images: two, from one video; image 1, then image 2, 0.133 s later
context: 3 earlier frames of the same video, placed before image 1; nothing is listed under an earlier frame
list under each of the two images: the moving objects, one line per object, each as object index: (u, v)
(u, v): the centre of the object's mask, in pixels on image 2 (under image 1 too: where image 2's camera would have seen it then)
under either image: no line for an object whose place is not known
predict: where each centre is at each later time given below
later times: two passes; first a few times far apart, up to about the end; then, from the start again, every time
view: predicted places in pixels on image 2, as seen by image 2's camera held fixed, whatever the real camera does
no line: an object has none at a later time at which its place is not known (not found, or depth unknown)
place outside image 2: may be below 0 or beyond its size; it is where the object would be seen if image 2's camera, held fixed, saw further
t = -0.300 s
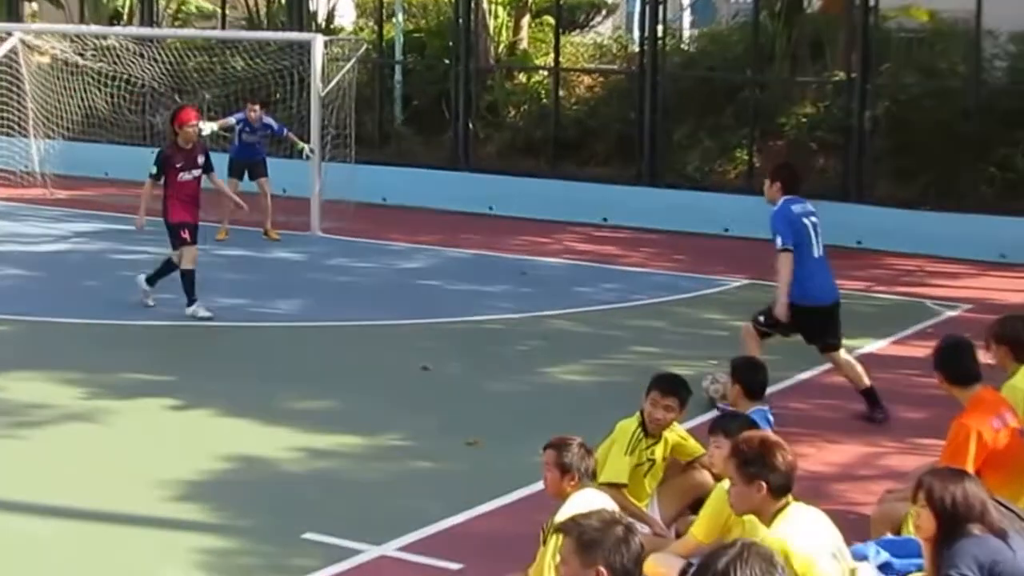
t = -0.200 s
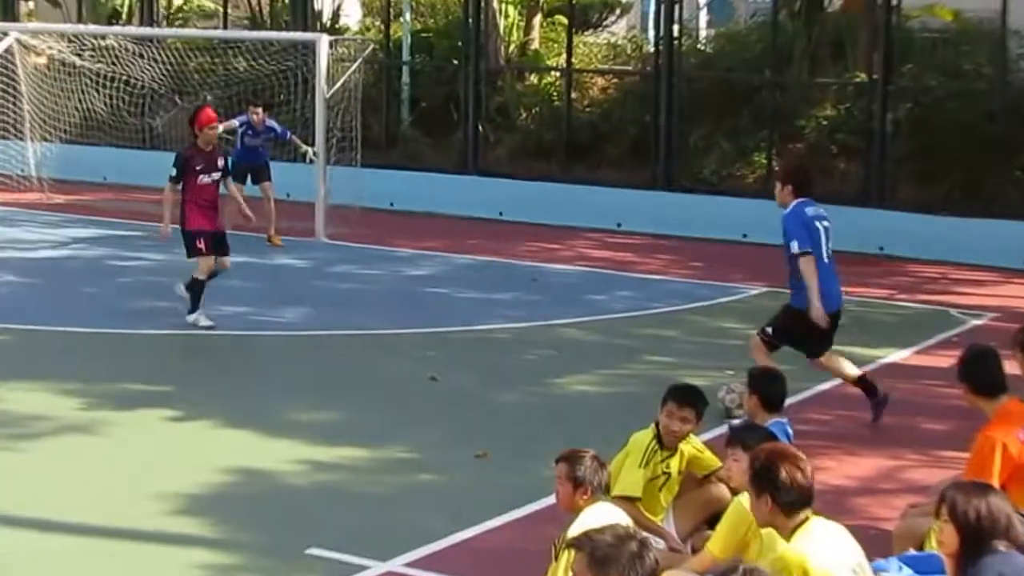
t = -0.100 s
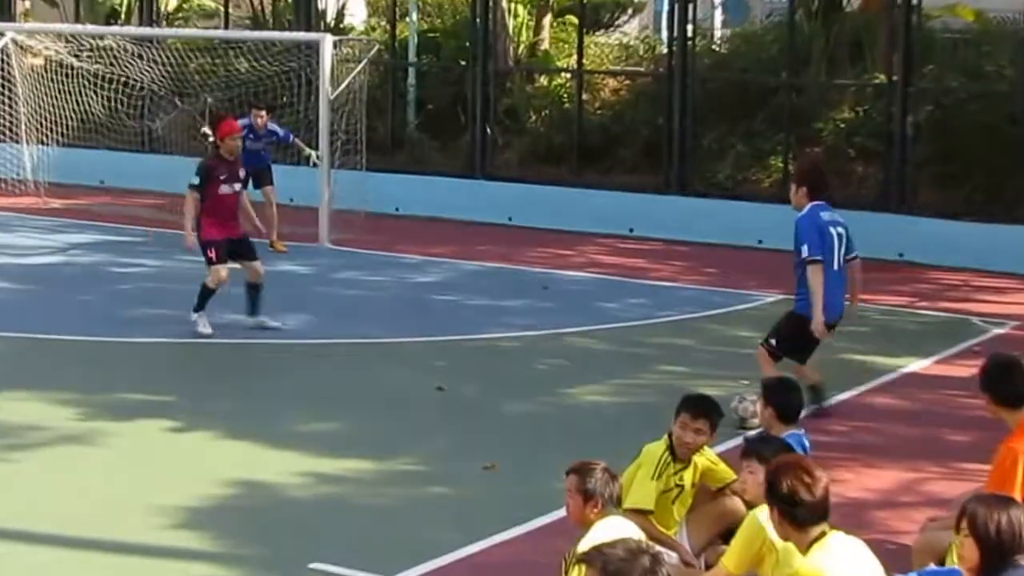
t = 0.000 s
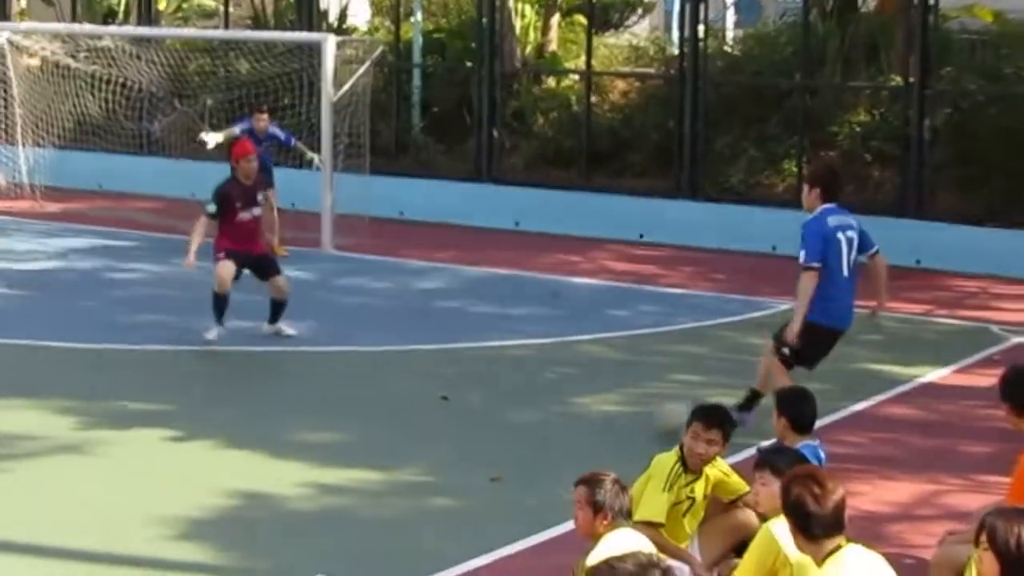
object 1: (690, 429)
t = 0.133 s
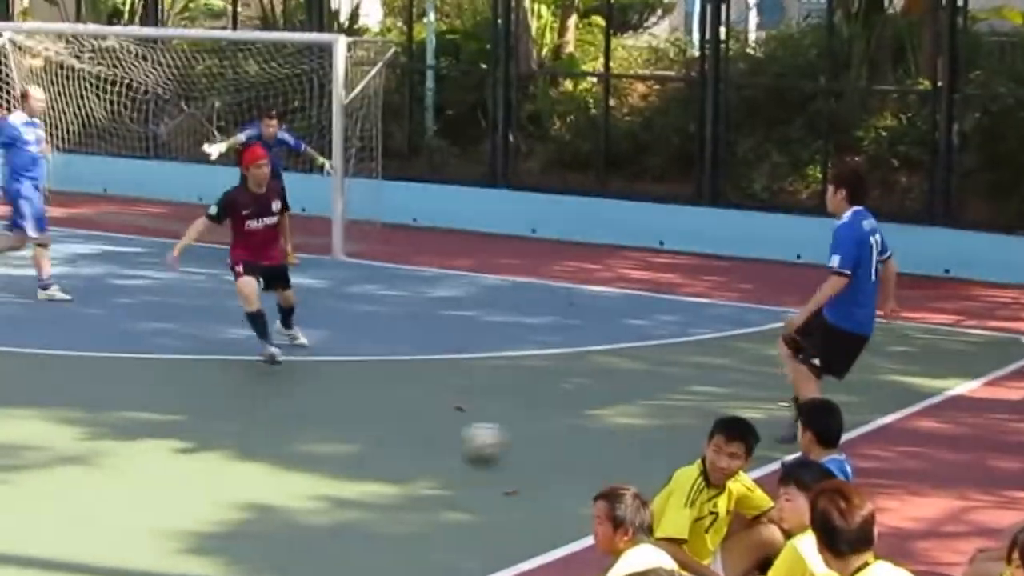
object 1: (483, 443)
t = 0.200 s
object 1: (389, 442)
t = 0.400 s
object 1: (139, 453)
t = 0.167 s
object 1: (435, 441)
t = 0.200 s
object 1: (389, 442)
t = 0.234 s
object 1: (341, 446)
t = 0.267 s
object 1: (293, 448)
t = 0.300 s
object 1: (255, 448)
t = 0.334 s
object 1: (216, 449)
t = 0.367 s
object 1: (175, 452)
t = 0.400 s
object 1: (139, 453)
